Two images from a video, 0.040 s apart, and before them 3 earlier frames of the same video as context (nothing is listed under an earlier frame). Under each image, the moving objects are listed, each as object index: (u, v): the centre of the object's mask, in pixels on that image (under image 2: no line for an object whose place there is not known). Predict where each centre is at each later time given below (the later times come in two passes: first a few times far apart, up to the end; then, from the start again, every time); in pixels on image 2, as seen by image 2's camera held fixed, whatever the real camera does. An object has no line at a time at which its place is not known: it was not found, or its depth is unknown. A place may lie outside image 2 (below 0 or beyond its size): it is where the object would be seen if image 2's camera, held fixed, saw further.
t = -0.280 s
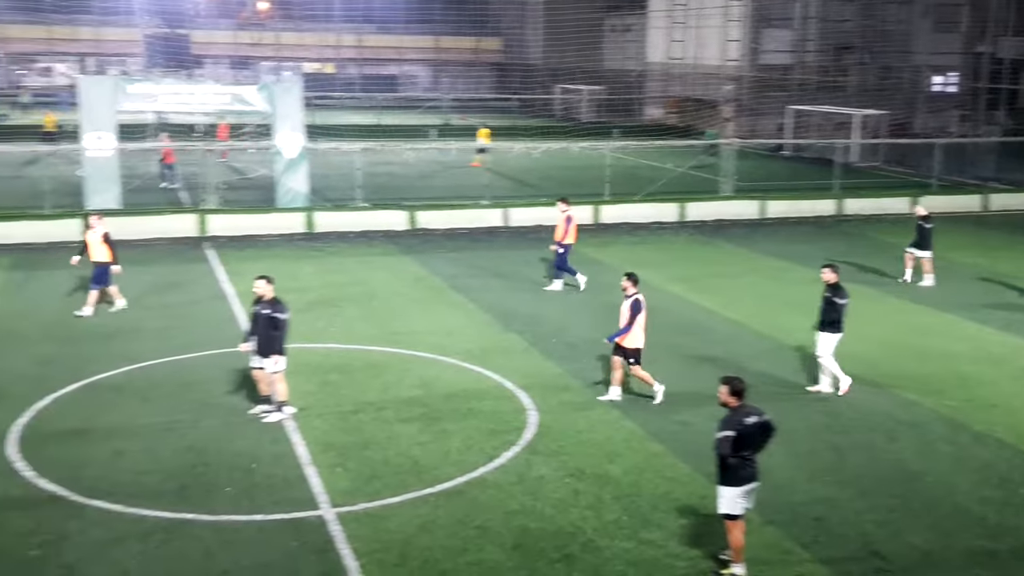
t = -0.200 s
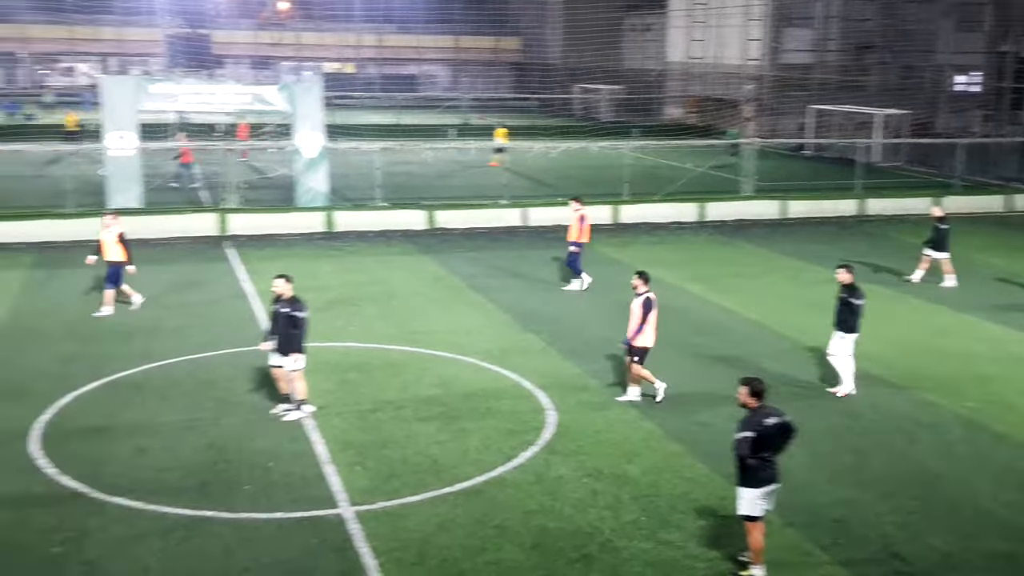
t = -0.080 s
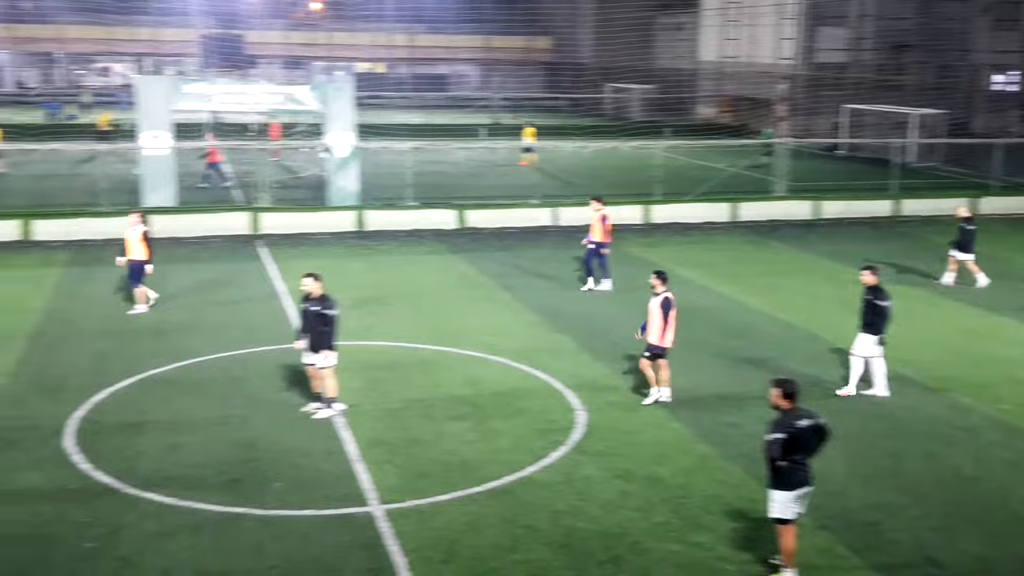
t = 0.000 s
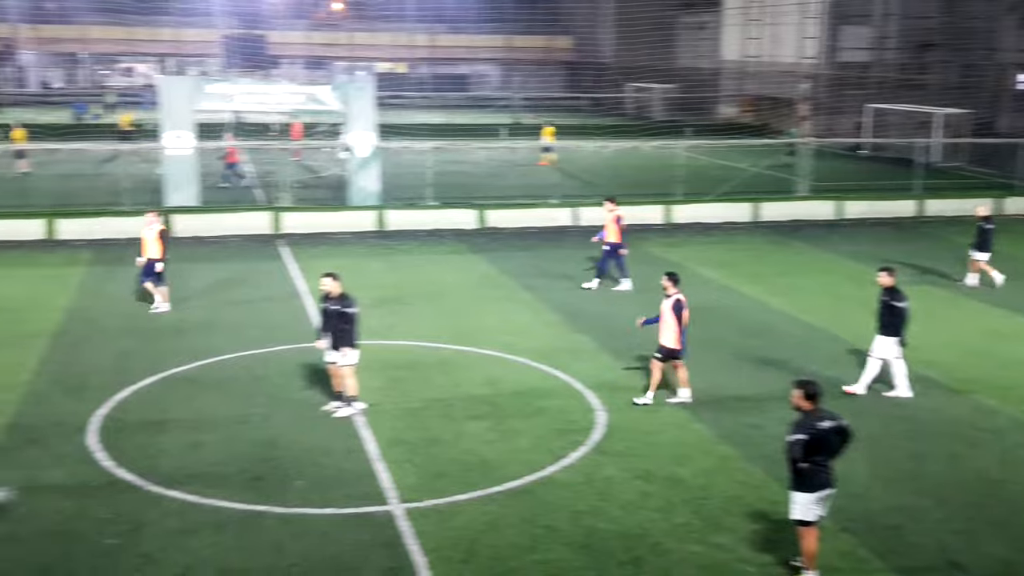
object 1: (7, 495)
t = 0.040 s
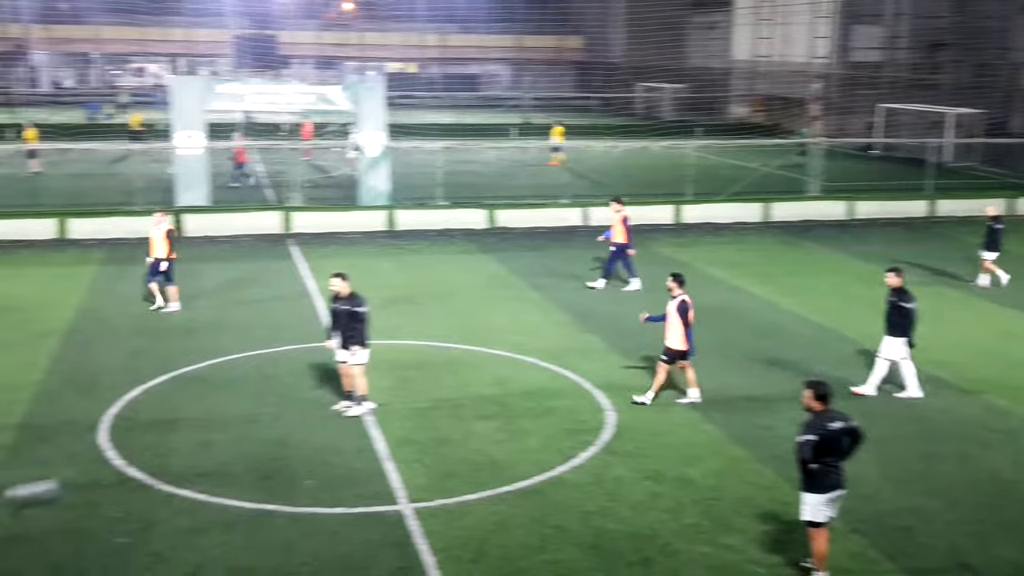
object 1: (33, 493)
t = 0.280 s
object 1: (193, 458)
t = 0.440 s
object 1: (270, 442)
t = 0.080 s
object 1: (66, 488)
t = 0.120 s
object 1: (95, 484)
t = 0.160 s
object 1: (120, 477)
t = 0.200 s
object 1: (147, 468)
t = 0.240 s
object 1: (169, 463)
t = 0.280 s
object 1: (193, 458)
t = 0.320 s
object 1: (215, 456)
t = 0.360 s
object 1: (236, 453)
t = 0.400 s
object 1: (254, 448)
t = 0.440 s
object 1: (270, 442)
